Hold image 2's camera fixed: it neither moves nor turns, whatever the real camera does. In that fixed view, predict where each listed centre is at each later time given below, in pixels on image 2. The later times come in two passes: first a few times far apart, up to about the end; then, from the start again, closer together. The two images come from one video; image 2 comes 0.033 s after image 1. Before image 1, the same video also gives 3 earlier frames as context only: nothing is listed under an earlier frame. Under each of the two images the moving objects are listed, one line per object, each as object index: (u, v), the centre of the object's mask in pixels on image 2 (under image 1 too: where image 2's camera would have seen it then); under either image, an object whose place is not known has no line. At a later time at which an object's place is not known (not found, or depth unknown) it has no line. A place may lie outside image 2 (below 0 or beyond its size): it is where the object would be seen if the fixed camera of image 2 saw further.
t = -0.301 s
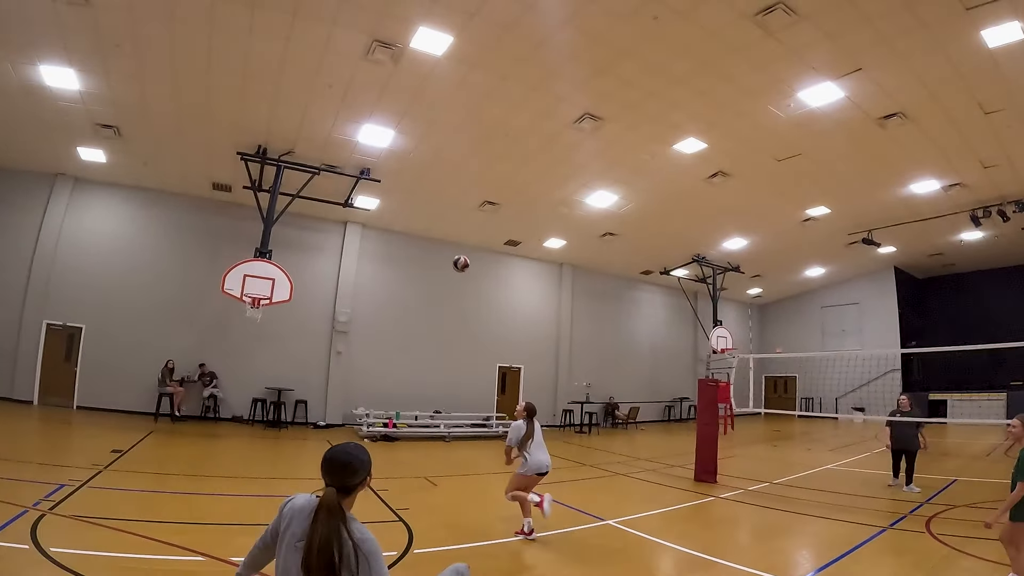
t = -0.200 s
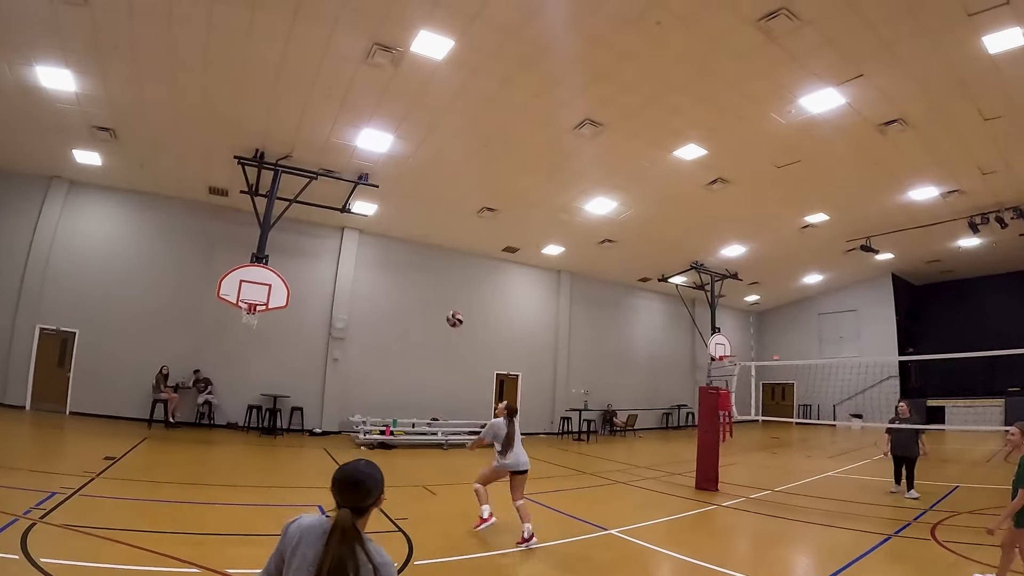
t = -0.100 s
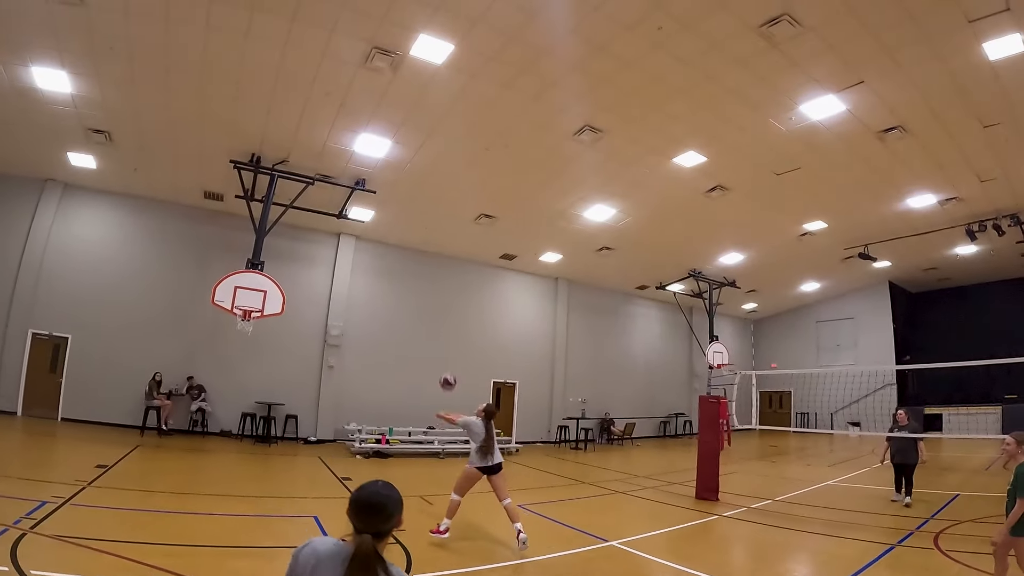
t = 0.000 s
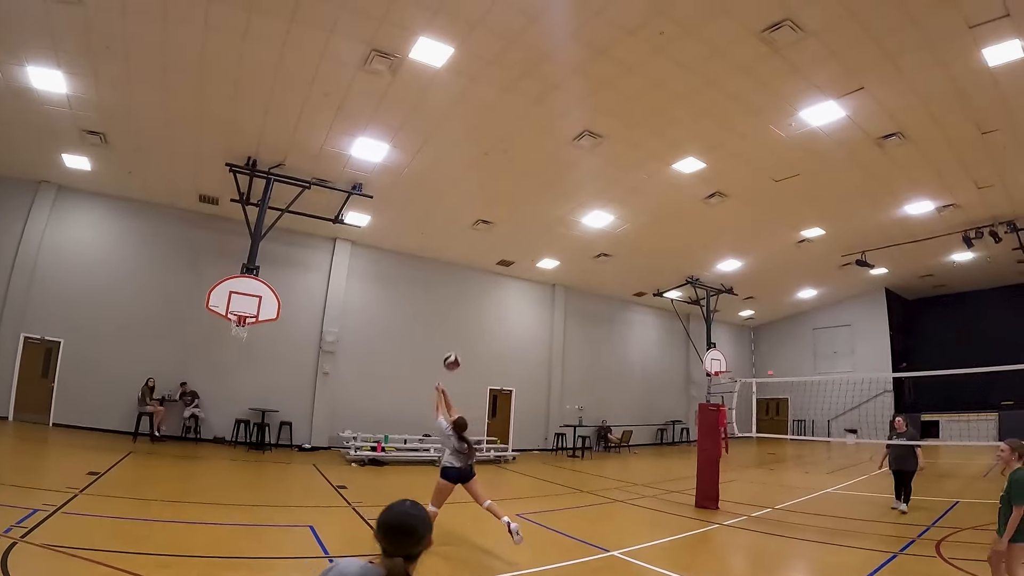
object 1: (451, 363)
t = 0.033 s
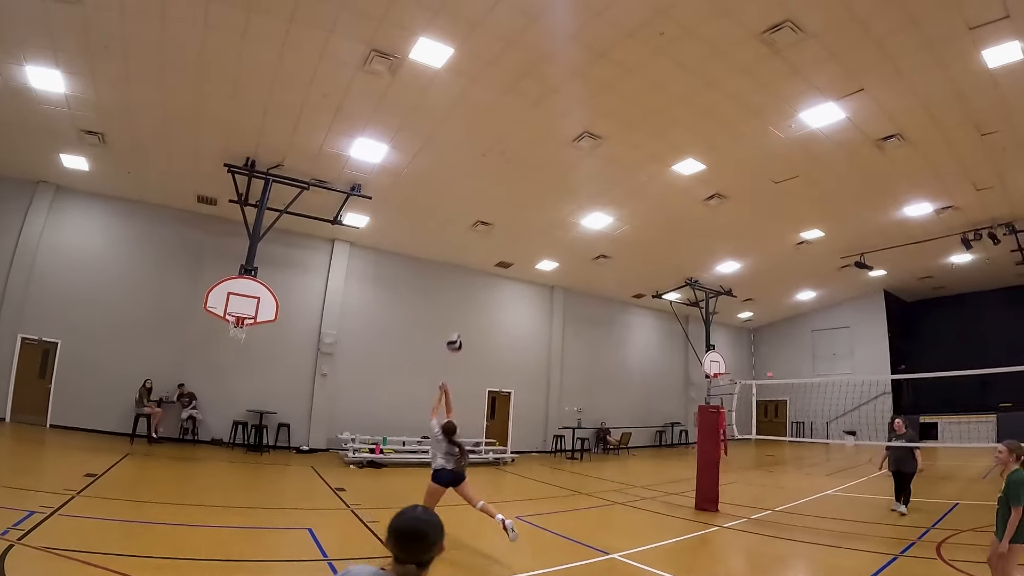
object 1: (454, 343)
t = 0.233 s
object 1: (482, 228)
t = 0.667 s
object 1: (549, 74)
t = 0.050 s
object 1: (457, 333)
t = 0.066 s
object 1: (459, 323)
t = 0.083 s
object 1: (461, 312)
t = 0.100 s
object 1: (464, 302)
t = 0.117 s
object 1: (466, 293)
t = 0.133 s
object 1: (468, 283)
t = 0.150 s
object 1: (470, 274)
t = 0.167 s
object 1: (473, 264)
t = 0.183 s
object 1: (475, 255)
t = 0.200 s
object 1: (477, 245)
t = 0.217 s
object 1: (480, 235)
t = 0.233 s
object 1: (482, 228)
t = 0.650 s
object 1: (546, 79)
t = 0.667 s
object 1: (549, 74)
